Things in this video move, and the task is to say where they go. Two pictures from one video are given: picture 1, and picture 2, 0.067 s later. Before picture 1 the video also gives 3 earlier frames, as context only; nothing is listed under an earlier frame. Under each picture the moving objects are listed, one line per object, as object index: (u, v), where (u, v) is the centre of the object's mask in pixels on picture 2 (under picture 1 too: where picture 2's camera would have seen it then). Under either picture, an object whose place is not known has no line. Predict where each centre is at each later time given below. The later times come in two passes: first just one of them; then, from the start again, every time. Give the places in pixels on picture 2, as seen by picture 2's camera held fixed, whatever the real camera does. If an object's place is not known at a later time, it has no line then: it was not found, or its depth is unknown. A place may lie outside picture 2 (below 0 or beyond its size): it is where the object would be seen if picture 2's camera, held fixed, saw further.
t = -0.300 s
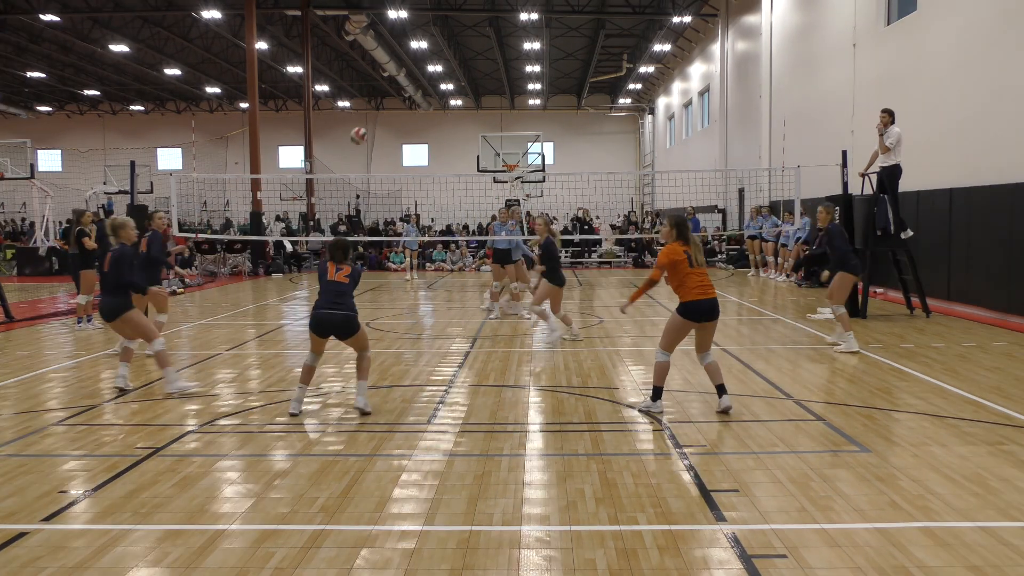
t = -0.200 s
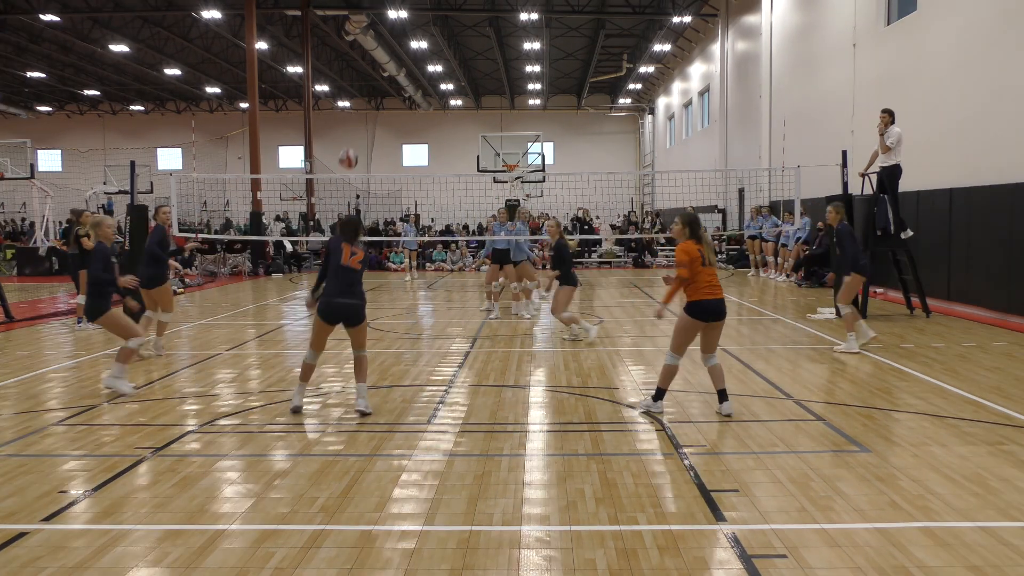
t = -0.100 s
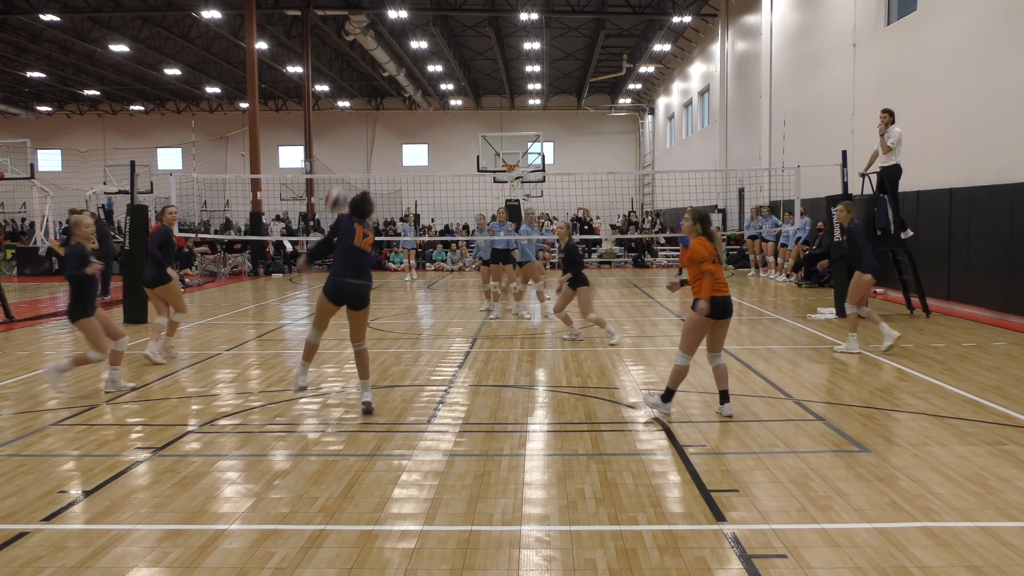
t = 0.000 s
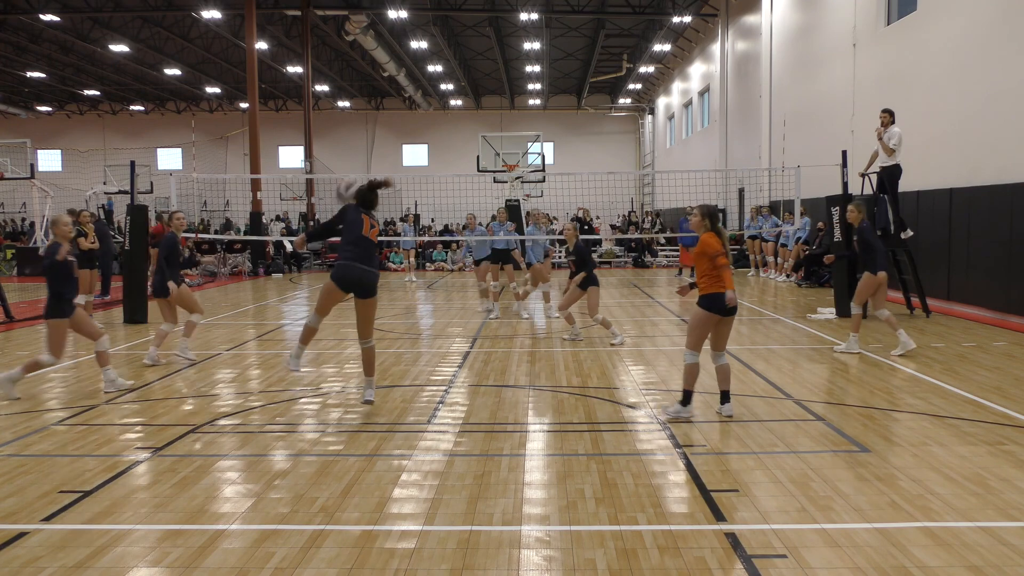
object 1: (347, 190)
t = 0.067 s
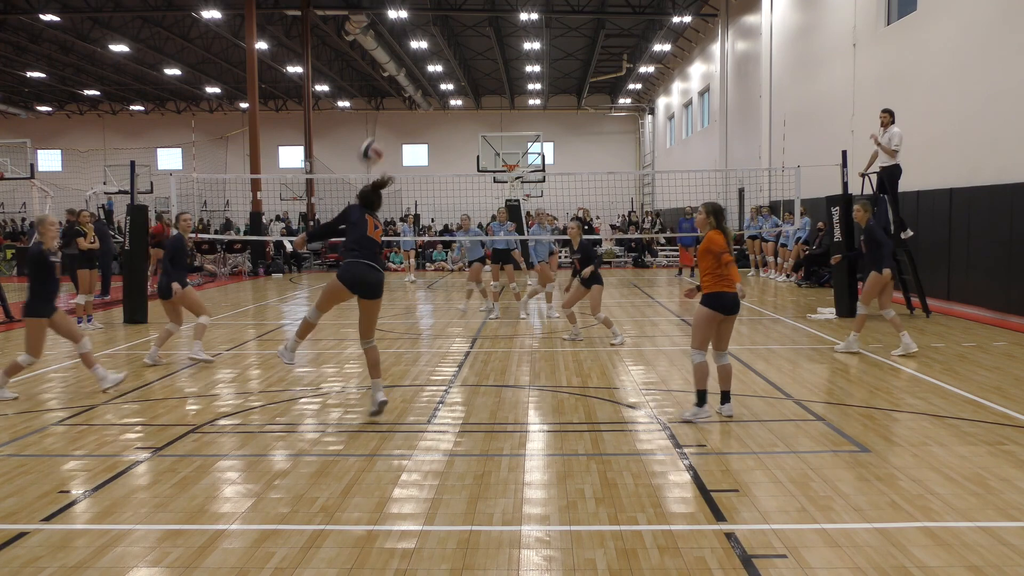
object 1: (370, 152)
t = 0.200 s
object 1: (415, 90)
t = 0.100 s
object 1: (382, 133)
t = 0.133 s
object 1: (393, 117)
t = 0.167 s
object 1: (404, 102)
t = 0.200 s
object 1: (415, 90)
